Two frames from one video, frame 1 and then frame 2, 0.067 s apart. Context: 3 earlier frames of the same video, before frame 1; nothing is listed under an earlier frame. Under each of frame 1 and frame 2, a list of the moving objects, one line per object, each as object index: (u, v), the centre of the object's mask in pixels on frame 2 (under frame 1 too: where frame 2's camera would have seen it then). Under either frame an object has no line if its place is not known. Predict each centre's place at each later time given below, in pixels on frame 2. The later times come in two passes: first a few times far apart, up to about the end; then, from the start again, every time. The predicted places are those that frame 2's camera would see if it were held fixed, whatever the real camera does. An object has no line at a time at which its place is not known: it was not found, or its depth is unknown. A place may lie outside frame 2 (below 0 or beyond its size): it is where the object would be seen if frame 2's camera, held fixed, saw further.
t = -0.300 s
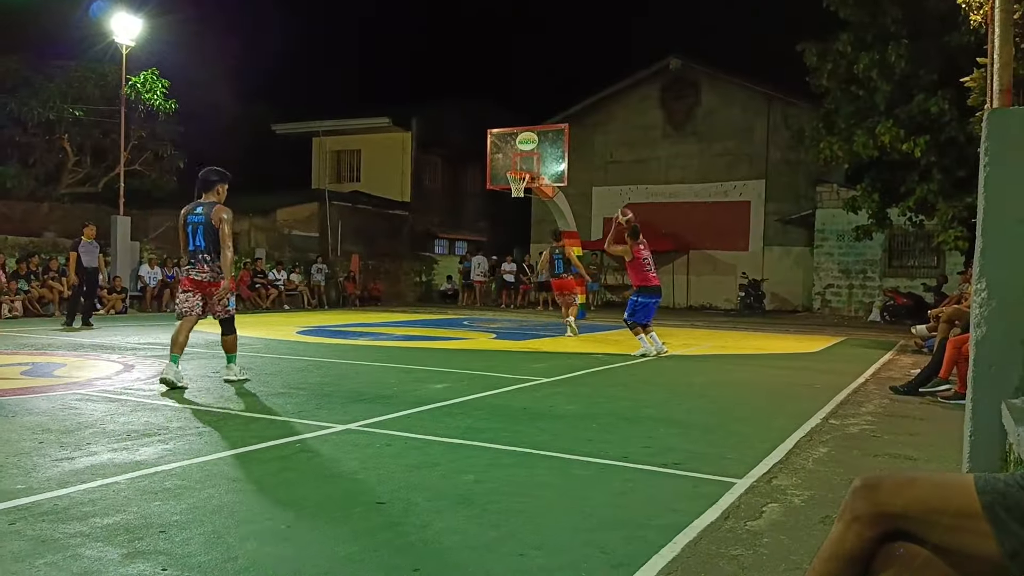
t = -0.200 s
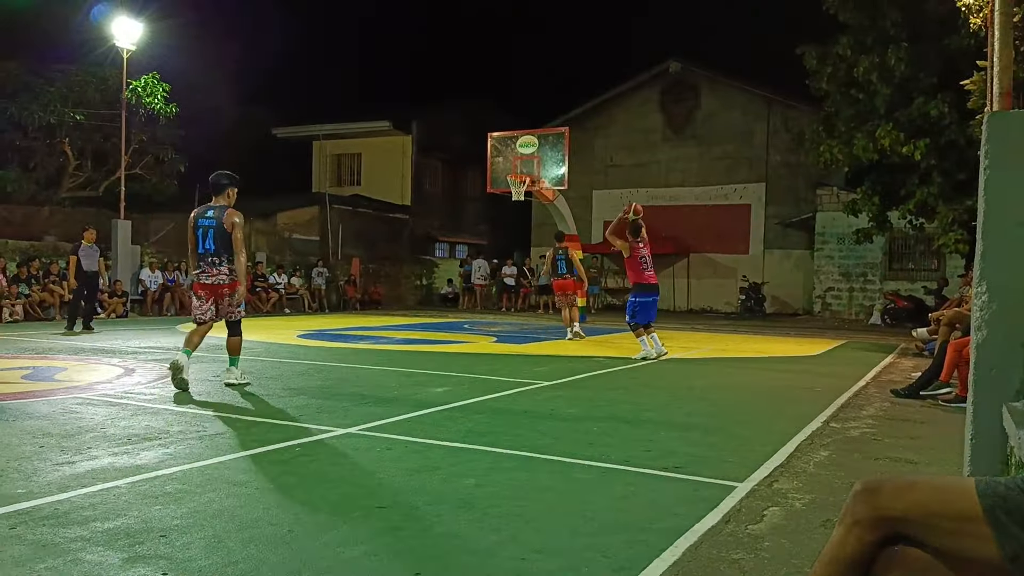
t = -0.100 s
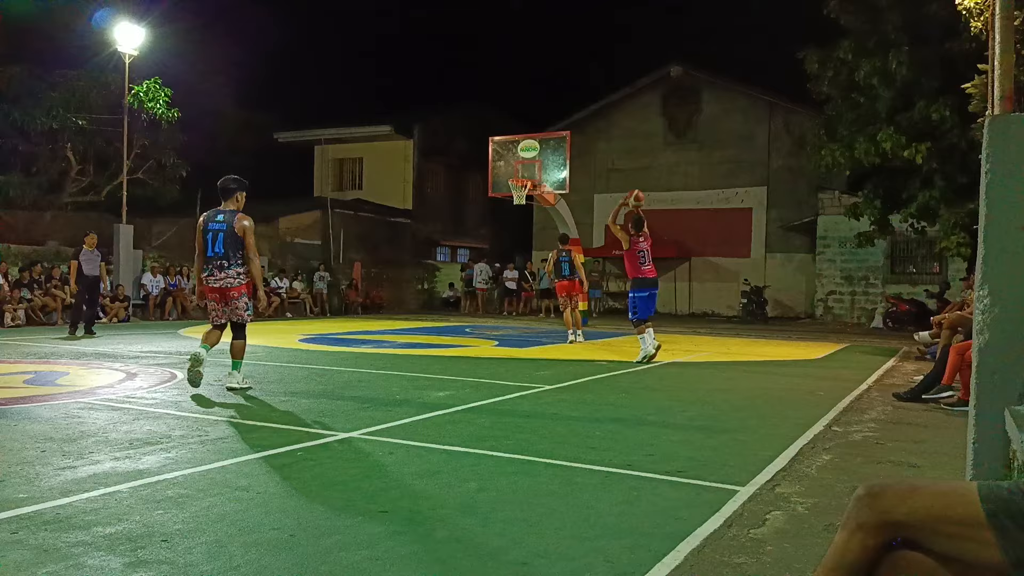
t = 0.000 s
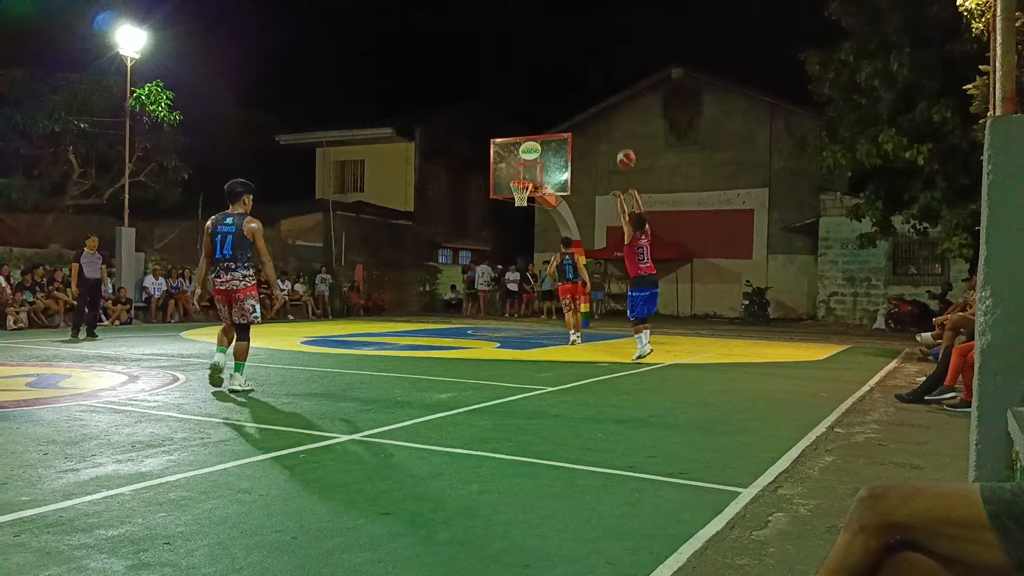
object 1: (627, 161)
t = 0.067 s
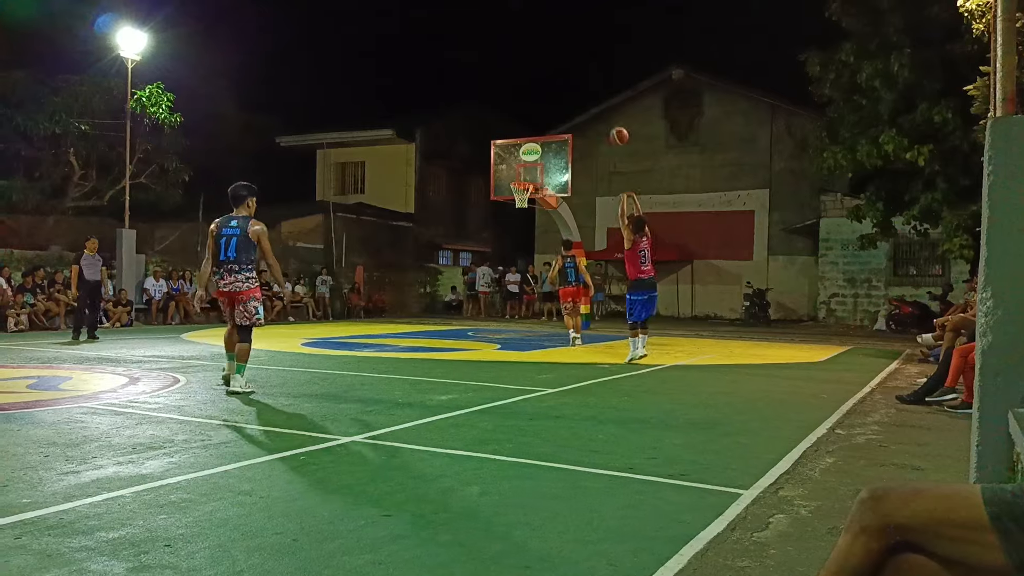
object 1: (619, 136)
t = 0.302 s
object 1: (594, 84)
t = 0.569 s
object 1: (570, 73)
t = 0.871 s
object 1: (547, 110)
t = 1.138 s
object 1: (531, 173)
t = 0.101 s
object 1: (615, 126)
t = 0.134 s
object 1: (611, 116)
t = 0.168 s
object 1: (608, 108)
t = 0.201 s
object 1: (604, 101)
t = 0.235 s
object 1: (601, 94)
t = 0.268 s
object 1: (597, 89)
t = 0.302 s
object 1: (594, 84)
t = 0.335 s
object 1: (591, 80)
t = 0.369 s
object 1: (588, 77)
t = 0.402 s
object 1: (585, 74)
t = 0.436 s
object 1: (582, 72)
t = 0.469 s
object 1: (579, 72)
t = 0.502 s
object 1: (576, 71)
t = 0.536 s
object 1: (573, 72)
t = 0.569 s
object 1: (570, 73)
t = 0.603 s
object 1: (568, 75)
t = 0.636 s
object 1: (565, 77)
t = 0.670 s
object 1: (562, 80)
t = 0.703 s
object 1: (560, 84)
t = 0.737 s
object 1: (557, 88)
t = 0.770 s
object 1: (555, 93)
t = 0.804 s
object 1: (552, 98)
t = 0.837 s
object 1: (549, 103)
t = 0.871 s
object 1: (547, 110)
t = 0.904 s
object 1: (545, 116)
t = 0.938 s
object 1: (543, 123)
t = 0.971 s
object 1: (541, 130)
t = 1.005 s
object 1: (539, 138)
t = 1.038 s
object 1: (537, 146)
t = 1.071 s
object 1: (535, 154)
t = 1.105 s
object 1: (533, 164)
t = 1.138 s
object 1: (531, 173)
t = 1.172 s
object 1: (529, 182)
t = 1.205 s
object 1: (533, 189)
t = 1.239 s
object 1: (534, 194)
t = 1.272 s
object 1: (537, 203)
